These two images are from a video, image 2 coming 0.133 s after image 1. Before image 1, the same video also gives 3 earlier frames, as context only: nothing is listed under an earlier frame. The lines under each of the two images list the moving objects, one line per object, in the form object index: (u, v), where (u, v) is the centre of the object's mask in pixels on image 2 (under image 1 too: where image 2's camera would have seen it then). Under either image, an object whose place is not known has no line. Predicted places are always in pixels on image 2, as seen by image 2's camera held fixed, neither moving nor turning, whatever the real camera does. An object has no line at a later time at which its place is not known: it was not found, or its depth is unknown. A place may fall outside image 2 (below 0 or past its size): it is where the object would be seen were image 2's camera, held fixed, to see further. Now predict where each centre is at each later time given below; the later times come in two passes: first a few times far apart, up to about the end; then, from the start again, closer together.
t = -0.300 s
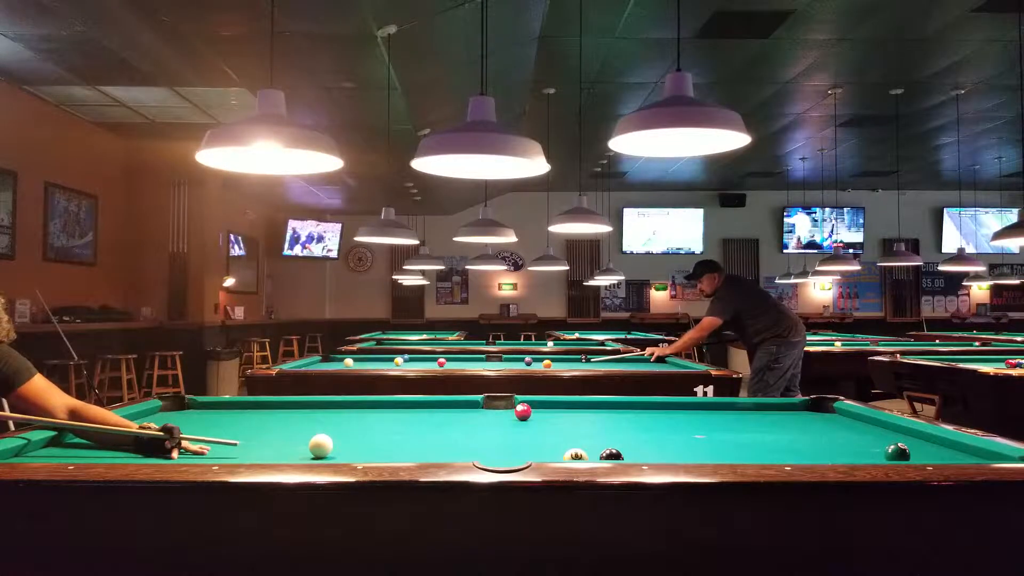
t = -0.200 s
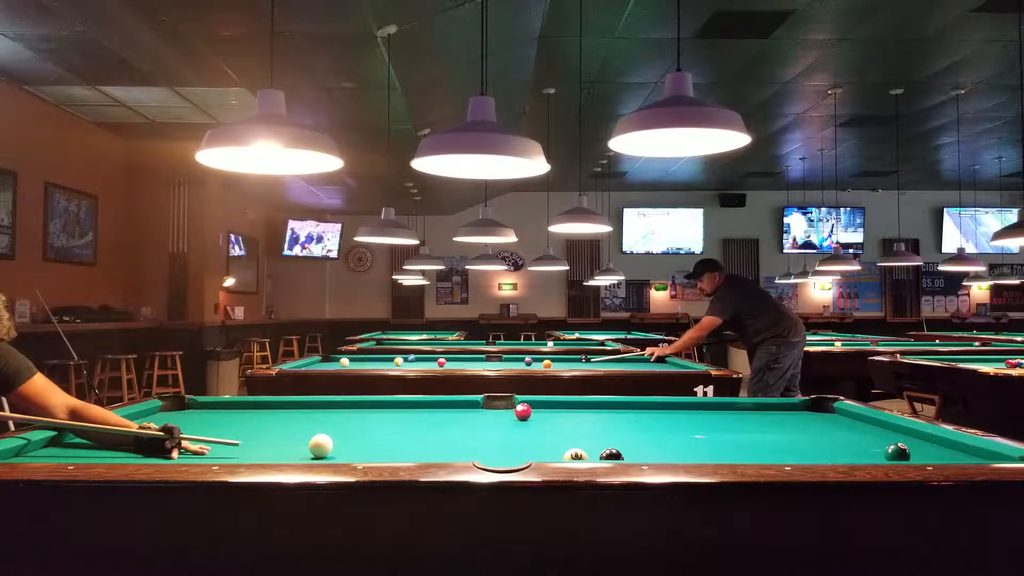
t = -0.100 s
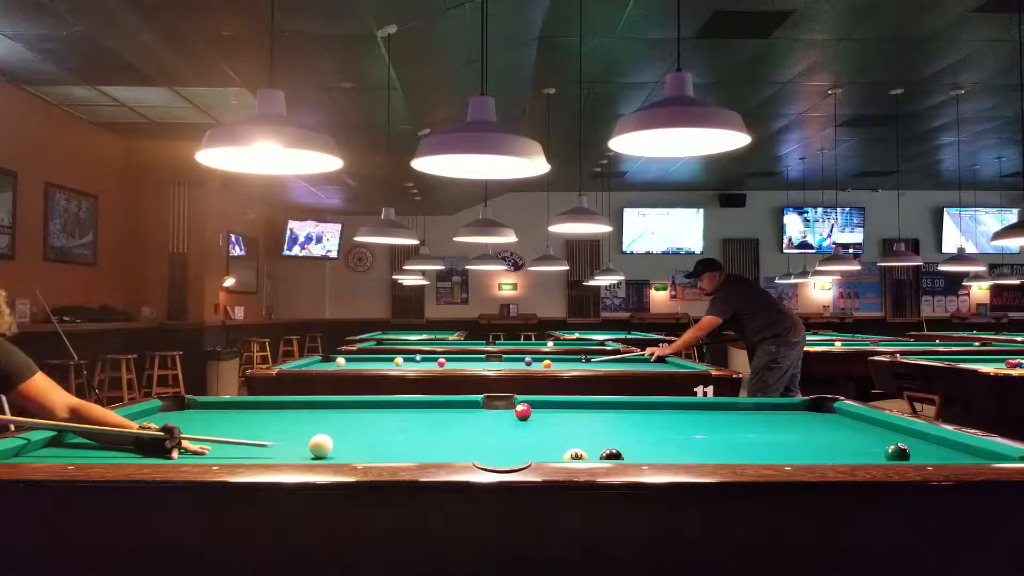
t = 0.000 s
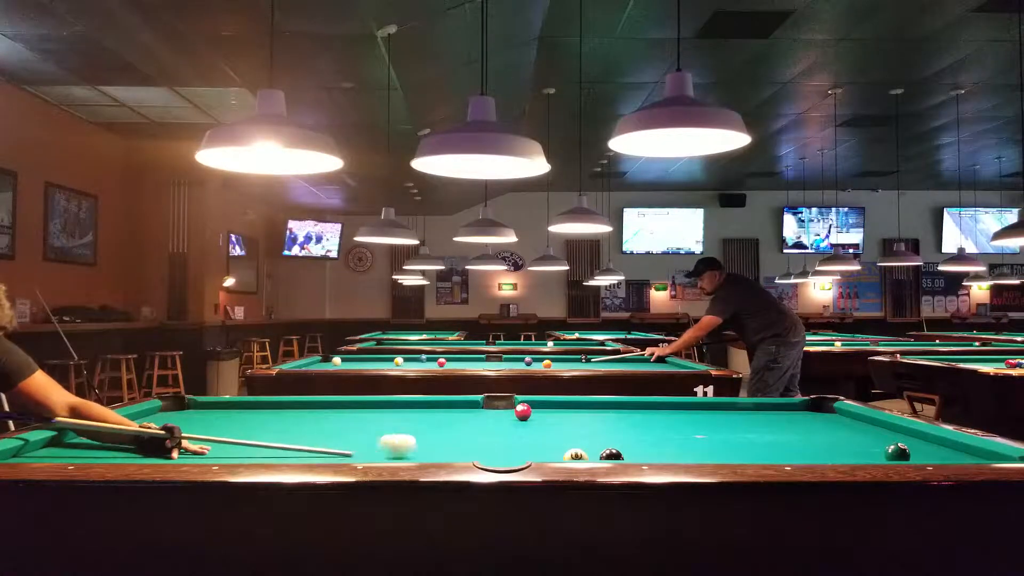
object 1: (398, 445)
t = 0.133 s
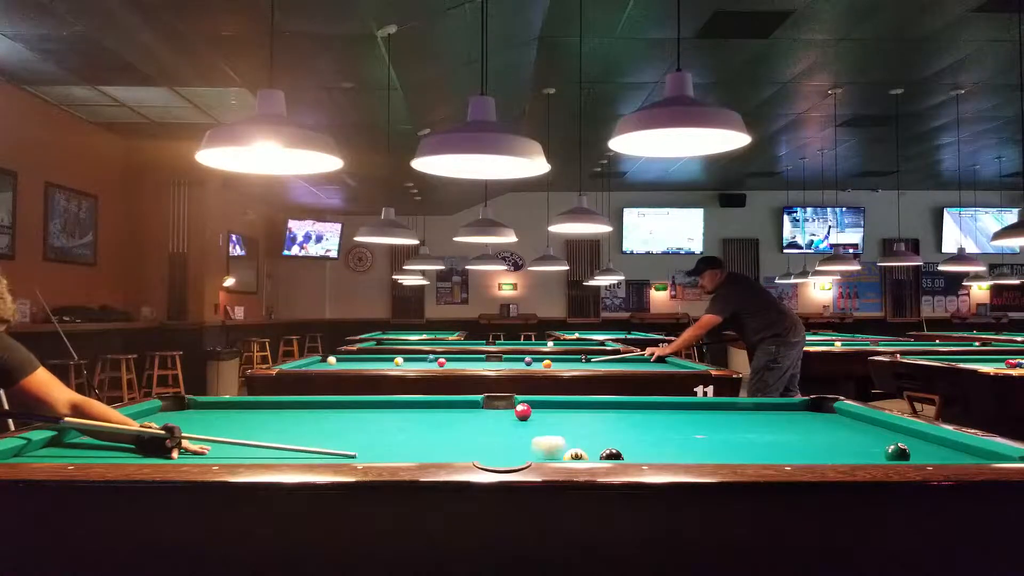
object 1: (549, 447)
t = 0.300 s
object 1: (716, 449)
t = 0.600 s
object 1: (879, 448)
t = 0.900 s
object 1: (922, 440)
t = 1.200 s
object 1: (890, 431)
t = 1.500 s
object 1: (836, 424)
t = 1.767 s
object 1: (795, 418)
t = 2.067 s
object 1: (756, 412)
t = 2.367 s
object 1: (721, 406)
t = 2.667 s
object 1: (698, 405)
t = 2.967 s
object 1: (684, 407)
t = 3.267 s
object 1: (671, 409)
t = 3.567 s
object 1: (658, 411)
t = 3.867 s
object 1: (646, 413)
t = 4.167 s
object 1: (635, 415)
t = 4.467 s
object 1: (624, 416)
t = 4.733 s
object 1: (616, 418)
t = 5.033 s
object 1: (607, 419)
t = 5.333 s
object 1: (600, 420)
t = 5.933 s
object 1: (584, 421)
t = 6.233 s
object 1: (586, 422)
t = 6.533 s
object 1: (584, 423)
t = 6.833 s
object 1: (584, 422)
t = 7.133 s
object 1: (583, 422)
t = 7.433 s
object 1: (584, 422)
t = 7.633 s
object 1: (584, 422)
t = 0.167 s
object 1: (585, 444)
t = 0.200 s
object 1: (619, 444)
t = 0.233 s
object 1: (652, 447)
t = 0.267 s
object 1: (684, 448)
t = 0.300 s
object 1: (716, 449)
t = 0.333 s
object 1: (746, 449)
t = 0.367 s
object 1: (775, 449)
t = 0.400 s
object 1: (803, 450)
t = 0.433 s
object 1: (829, 450)
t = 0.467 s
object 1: (854, 450)
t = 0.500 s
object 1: (871, 450)
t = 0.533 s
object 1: (872, 449)
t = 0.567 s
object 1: (875, 449)
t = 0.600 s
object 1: (879, 448)
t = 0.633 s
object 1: (884, 447)
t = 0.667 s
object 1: (889, 446)
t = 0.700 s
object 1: (894, 445)
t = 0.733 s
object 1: (899, 444)
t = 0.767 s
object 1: (904, 444)
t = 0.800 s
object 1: (908, 443)
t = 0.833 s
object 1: (913, 442)
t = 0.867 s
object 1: (917, 441)
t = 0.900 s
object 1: (922, 440)
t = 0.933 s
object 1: (925, 439)
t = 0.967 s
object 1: (929, 438)
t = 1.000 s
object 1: (932, 438)
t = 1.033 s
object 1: (924, 437)
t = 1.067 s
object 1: (917, 436)
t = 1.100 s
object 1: (910, 435)
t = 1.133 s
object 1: (903, 433)
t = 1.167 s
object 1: (896, 433)
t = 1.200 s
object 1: (890, 431)
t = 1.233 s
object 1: (883, 430)
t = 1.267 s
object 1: (877, 429)
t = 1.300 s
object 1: (871, 429)
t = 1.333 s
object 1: (865, 428)
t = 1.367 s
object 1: (859, 427)
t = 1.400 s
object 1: (853, 426)
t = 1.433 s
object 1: (847, 425)
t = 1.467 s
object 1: (841, 425)
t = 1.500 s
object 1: (836, 424)
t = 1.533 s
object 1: (831, 423)
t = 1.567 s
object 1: (826, 422)
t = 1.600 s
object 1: (820, 421)
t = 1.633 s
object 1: (815, 420)
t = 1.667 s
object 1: (810, 420)
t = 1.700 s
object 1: (805, 419)
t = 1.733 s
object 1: (800, 418)
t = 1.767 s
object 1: (795, 418)
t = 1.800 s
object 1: (791, 417)
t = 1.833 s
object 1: (786, 416)
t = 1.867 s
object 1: (781, 415)
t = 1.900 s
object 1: (777, 415)
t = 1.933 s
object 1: (773, 414)
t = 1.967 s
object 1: (768, 414)
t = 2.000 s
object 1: (764, 413)
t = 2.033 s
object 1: (760, 412)
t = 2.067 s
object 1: (756, 412)
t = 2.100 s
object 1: (752, 411)
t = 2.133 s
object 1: (747, 410)
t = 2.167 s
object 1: (744, 410)
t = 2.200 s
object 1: (740, 409)
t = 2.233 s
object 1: (736, 409)
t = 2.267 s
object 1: (732, 408)
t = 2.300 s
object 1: (729, 408)
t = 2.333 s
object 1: (725, 407)
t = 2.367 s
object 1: (721, 406)
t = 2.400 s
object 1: (718, 406)
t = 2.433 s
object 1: (714, 405)
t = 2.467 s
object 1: (711, 405)
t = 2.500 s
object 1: (708, 404)
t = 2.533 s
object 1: (705, 404)
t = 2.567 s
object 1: (702, 404)
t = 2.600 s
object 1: (701, 404)
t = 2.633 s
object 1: (700, 405)
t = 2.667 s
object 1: (698, 405)
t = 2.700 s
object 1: (696, 405)
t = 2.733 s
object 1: (695, 405)
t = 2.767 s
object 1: (693, 405)
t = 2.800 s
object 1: (692, 405)
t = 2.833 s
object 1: (690, 406)
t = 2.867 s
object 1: (689, 406)
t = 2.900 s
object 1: (687, 406)
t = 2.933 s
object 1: (686, 406)
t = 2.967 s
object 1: (684, 407)
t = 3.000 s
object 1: (683, 407)
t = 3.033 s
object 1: (681, 407)
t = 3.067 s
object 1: (680, 408)
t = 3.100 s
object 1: (678, 408)
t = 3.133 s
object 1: (677, 408)
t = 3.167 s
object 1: (675, 408)
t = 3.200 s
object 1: (674, 409)
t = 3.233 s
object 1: (673, 409)
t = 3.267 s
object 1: (671, 409)
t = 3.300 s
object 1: (670, 409)
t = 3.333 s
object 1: (668, 410)
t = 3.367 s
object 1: (667, 410)
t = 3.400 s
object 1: (665, 410)
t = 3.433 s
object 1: (664, 410)
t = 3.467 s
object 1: (663, 411)
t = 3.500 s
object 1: (661, 411)
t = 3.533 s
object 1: (660, 411)
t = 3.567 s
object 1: (658, 411)
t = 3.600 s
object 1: (657, 411)
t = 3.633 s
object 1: (656, 412)
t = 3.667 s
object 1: (654, 412)
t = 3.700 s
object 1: (653, 412)
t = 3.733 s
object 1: (652, 412)
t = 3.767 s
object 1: (650, 413)
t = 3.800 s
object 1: (649, 413)
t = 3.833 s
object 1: (648, 413)
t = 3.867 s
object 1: (646, 413)
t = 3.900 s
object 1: (645, 413)
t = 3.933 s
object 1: (644, 414)
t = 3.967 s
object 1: (642, 413)
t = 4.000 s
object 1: (641, 414)
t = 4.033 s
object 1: (640, 414)
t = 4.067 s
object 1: (639, 414)
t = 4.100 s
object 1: (637, 414)
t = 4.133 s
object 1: (636, 415)
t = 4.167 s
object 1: (635, 415)
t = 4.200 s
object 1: (634, 415)
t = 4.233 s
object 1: (632, 415)
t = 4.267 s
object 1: (631, 415)
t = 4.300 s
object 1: (630, 415)
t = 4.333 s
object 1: (629, 416)
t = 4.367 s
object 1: (628, 416)
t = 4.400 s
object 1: (627, 416)
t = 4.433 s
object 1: (625, 416)
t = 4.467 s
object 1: (624, 416)
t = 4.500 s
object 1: (623, 417)
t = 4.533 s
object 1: (622, 417)
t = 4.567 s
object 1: (621, 417)
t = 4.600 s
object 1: (620, 417)
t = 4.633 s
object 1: (619, 417)
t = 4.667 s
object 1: (618, 417)
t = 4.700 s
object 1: (617, 418)
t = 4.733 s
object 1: (616, 418)
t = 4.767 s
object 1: (615, 418)
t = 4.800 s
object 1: (614, 418)
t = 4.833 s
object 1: (613, 418)
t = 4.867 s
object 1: (612, 418)
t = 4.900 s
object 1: (611, 418)
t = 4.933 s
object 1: (610, 419)
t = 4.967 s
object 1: (609, 419)
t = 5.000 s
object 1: (608, 419)
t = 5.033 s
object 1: (607, 419)
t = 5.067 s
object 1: (606, 419)
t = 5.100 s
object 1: (605, 419)
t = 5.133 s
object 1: (604, 420)
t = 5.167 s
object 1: (604, 420)
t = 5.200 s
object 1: (603, 420)
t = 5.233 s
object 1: (602, 420)
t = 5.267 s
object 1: (601, 420)
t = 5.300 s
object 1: (601, 420)
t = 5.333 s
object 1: (600, 420)
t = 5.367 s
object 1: (599, 420)
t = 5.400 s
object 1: (598, 420)
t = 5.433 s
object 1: (595, 415)
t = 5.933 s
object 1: (584, 421)
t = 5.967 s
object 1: (588, 422)
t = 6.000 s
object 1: (588, 422)
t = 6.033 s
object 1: (587, 422)
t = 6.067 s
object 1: (587, 422)
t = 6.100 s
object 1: (587, 422)
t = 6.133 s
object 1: (586, 422)
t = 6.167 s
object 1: (586, 422)
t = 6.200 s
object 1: (586, 422)
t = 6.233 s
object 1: (586, 422)
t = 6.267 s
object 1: (586, 422)
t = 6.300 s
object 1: (586, 422)
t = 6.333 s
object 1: (586, 422)
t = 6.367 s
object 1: (585, 422)
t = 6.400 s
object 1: (585, 422)
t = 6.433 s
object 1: (585, 422)
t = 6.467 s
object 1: (585, 423)
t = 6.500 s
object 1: (584, 423)
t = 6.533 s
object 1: (584, 423)
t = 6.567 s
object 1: (584, 423)
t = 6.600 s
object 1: (584, 423)
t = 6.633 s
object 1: (584, 423)
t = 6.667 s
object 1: (584, 423)
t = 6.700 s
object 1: (584, 423)
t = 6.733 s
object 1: (584, 422)
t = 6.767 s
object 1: (584, 422)
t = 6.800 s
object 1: (584, 422)
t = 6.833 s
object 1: (584, 422)
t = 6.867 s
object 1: (584, 422)
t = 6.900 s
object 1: (584, 422)
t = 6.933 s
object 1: (583, 422)
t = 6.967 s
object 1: (584, 422)
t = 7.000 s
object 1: (584, 422)
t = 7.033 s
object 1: (583, 422)
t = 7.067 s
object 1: (583, 422)
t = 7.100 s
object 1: (584, 422)
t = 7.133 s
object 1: (583, 422)
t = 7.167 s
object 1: (584, 422)
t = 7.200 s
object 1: (584, 422)
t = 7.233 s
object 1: (583, 422)
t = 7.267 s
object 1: (583, 422)
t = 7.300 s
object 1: (584, 422)
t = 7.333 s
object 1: (583, 422)
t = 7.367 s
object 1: (583, 422)
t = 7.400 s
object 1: (583, 422)
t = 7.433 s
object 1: (584, 422)
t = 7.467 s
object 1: (584, 422)
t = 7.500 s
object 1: (583, 422)
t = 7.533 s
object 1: (584, 422)
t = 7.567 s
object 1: (583, 422)
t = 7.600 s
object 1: (583, 422)
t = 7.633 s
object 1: (584, 422)
